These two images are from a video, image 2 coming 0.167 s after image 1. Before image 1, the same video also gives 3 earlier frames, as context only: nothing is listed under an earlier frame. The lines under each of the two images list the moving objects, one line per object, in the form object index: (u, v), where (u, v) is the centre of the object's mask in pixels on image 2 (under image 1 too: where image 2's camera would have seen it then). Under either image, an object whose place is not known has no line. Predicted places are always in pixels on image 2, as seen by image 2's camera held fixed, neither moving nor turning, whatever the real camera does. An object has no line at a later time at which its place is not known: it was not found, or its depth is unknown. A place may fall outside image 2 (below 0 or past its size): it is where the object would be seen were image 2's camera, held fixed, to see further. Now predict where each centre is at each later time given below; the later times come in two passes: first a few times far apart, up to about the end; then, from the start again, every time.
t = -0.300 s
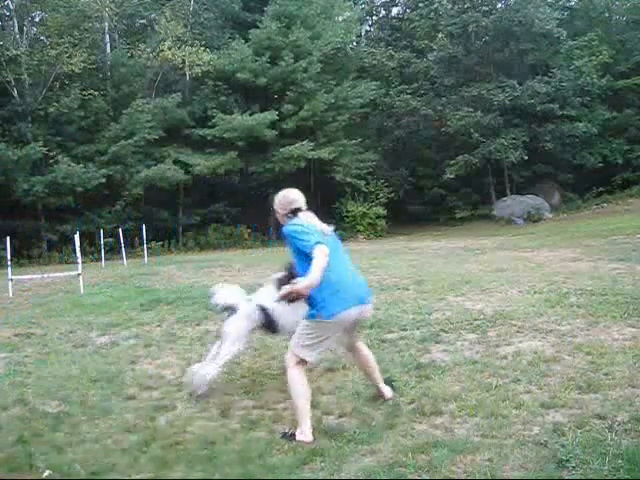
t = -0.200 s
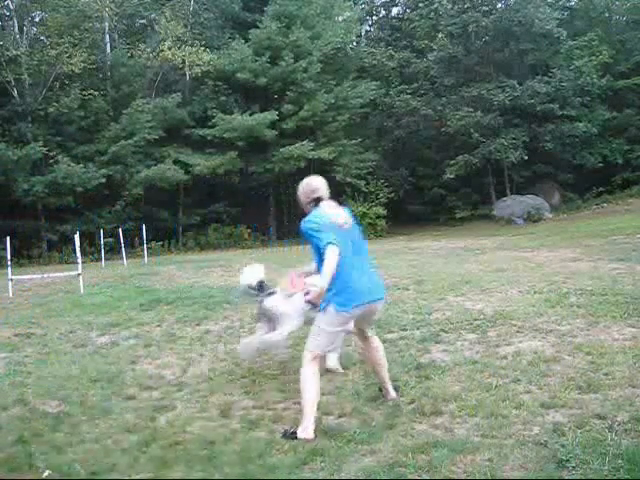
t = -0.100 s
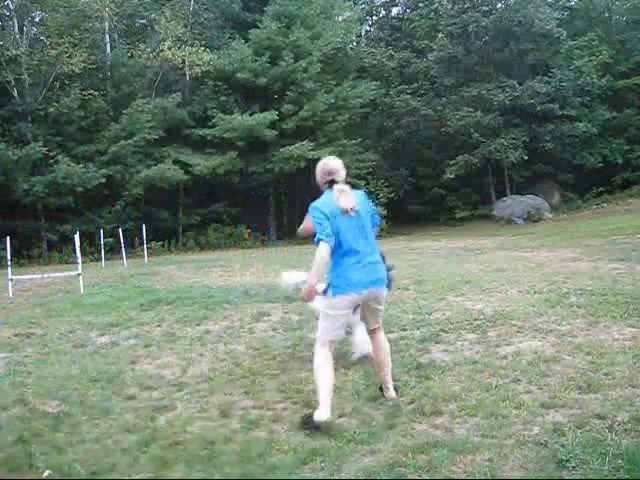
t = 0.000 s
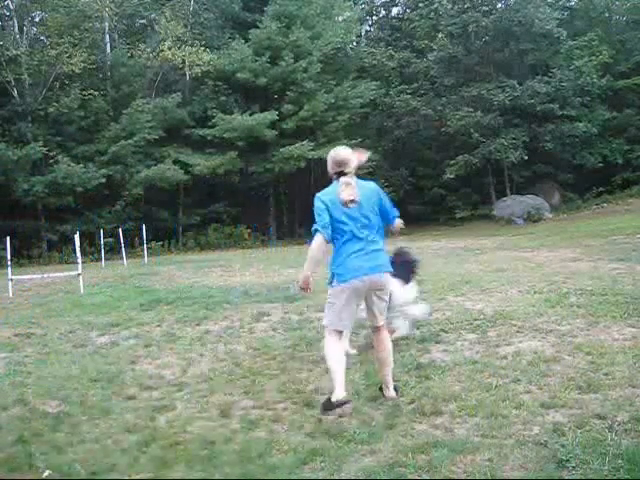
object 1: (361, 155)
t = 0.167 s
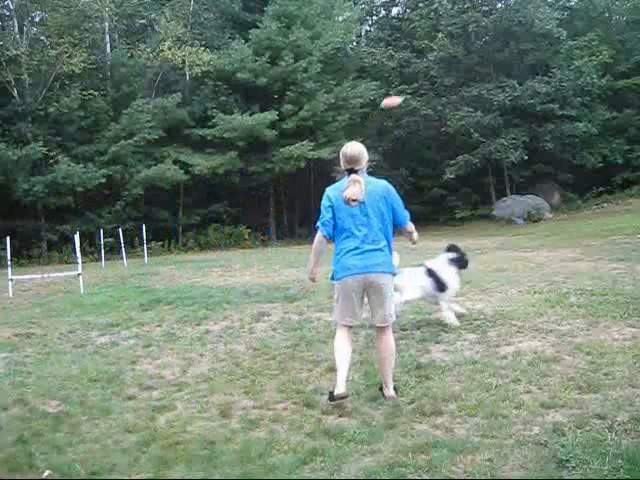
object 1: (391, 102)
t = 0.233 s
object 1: (403, 87)
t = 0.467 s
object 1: (430, 57)
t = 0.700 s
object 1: (451, 48)
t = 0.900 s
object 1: (466, 47)
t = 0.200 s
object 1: (398, 93)
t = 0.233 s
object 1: (403, 87)
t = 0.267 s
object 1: (407, 80)
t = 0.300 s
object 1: (412, 75)
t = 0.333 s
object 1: (416, 71)
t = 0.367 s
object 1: (420, 67)
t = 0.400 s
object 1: (424, 63)
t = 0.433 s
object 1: (427, 60)
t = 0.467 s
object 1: (430, 57)
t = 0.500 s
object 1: (434, 55)
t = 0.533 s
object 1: (436, 53)
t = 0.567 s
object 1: (440, 51)
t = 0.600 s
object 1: (444, 49)
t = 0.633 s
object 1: (445, 49)
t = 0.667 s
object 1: (447, 48)
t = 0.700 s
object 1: (451, 48)
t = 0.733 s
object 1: (453, 47)
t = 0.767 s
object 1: (455, 47)
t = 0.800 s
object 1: (457, 47)
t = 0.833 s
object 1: (462, 47)
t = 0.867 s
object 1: (463, 47)
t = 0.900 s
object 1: (466, 47)
